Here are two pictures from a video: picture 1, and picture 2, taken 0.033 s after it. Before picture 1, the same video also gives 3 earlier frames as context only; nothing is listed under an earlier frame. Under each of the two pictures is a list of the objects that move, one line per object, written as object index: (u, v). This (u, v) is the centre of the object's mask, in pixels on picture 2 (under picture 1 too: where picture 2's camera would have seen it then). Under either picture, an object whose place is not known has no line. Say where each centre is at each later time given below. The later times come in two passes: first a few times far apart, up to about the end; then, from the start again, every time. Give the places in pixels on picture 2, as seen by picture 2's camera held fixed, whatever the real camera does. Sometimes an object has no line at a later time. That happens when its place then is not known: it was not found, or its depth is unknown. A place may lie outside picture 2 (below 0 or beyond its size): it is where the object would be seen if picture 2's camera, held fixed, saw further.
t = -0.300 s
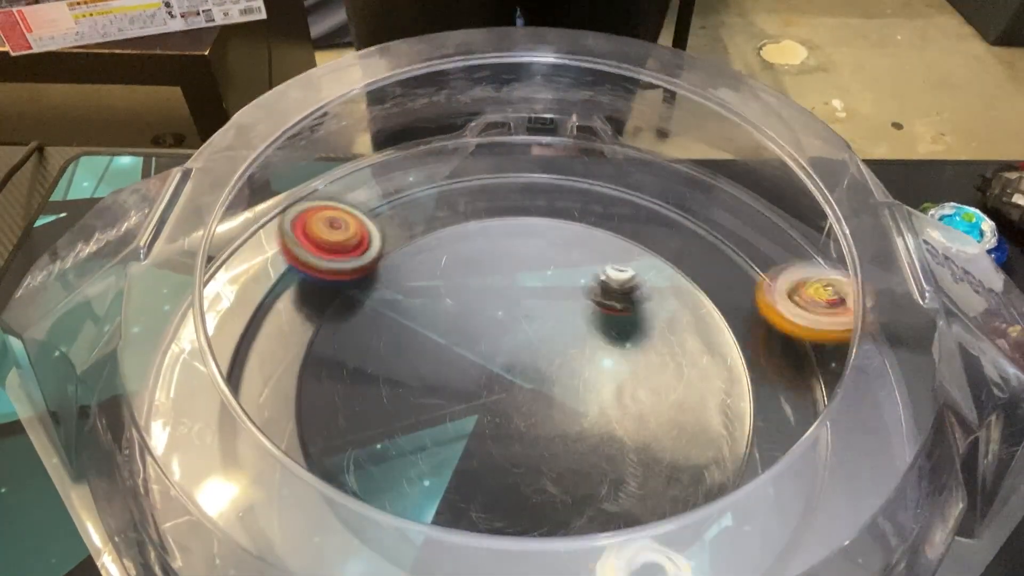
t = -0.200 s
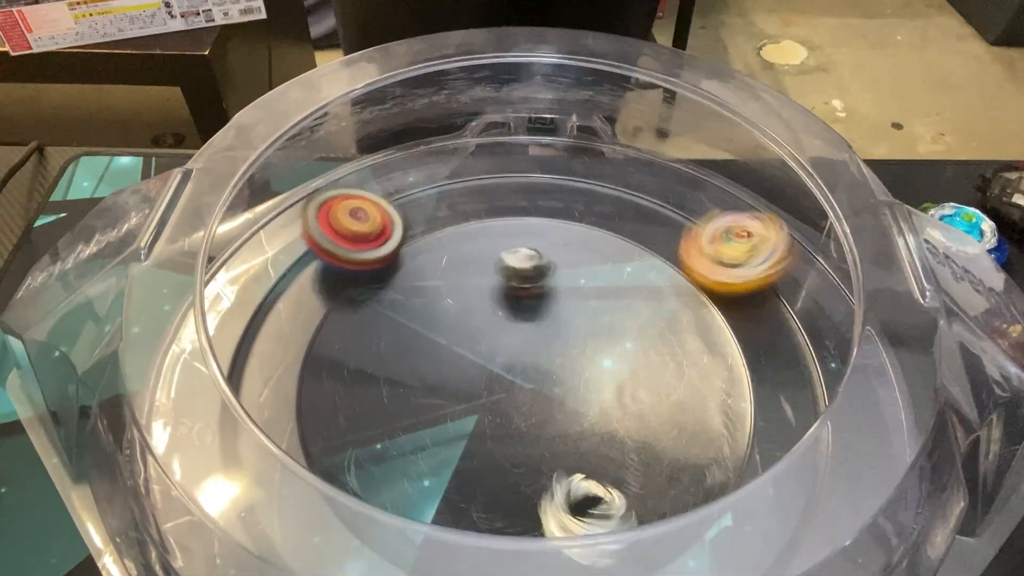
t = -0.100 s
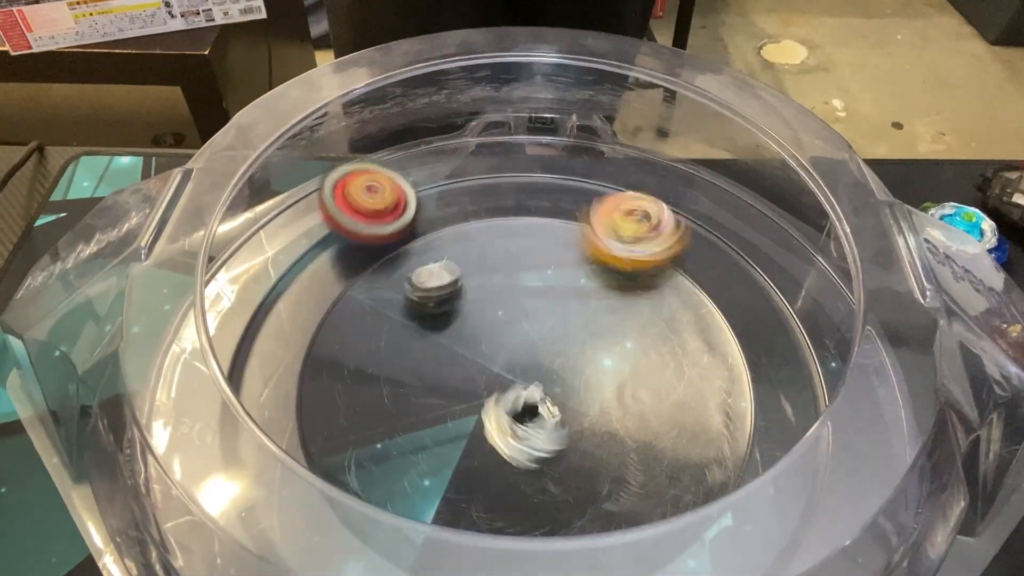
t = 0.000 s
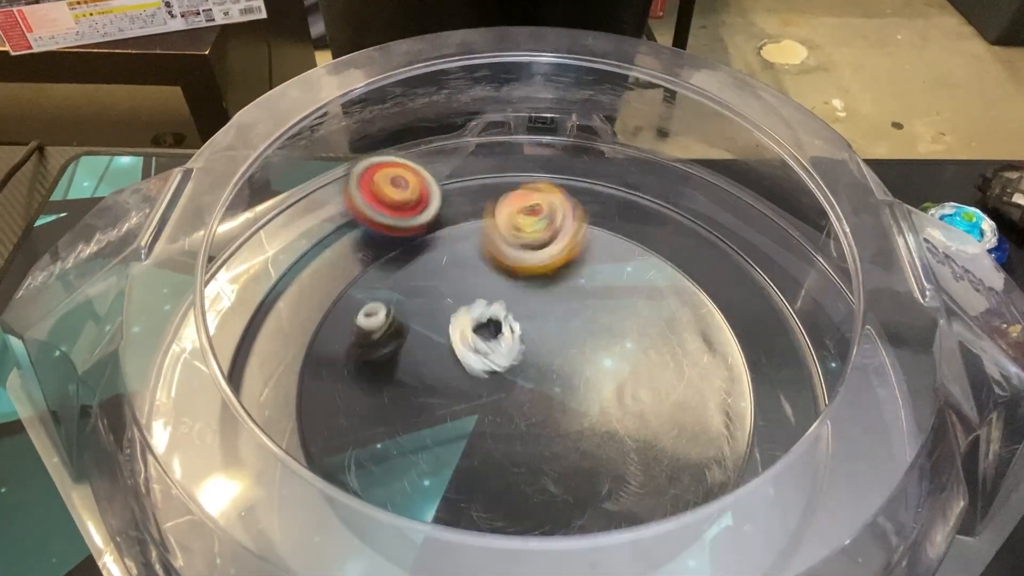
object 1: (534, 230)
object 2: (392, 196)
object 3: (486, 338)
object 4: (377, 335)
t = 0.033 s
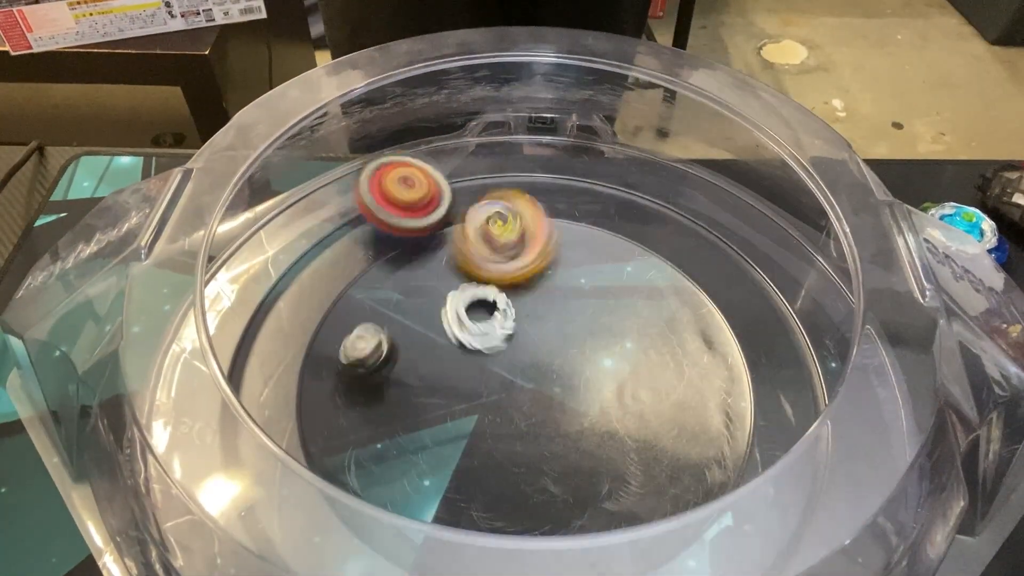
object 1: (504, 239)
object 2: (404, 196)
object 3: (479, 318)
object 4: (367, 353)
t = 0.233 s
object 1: (564, 411)
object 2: (429, 145)
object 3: (432, 415)
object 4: (462, 461)
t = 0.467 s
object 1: (599, 455)
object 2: (479, 138)
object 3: (453, 420)
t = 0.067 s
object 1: (500, 258)
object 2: (407, 185)
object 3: (463, 325)
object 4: (362, 378)
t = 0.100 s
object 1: (514, 285)
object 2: (411, 171)
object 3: (448, 348)
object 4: (364, 397)
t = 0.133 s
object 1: (529, 319)
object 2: (417, 160)
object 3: (438, 370)
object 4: (378, 416)
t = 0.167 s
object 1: (541, 354)
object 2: (422, 158)
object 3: (433, 389)
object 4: (398, 435)
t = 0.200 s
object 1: (555, 384)
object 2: (426, 150)
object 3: (431, 400)
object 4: (430, 450)
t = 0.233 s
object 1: (564, 411)
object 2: (429, 145)
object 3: (432, 415)
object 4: (462, 461)
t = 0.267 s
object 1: (573, 432)
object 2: (435, 144)
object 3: (438, 425)
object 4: (491, 463)
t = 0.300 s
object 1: (585, 449)
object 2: (441, 146)
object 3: (443, 427)
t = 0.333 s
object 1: (593, 454)
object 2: (447, 146)
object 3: (447, 427)
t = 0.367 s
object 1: (601, 459)
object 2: (454, 146)
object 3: (446, 424)
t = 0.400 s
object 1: (603, 459)
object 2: (463, 144)
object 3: (450, 422)
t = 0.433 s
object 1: (602, 458)
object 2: (471, 142)
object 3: (452, 421)
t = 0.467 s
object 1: (599, 455)
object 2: (479, 138)
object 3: (453, 420)
